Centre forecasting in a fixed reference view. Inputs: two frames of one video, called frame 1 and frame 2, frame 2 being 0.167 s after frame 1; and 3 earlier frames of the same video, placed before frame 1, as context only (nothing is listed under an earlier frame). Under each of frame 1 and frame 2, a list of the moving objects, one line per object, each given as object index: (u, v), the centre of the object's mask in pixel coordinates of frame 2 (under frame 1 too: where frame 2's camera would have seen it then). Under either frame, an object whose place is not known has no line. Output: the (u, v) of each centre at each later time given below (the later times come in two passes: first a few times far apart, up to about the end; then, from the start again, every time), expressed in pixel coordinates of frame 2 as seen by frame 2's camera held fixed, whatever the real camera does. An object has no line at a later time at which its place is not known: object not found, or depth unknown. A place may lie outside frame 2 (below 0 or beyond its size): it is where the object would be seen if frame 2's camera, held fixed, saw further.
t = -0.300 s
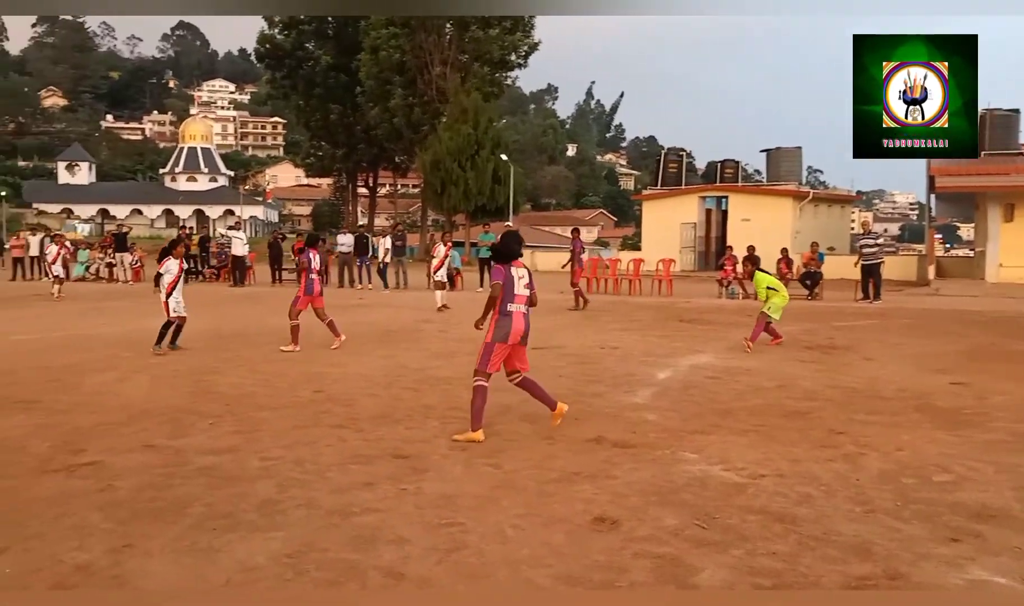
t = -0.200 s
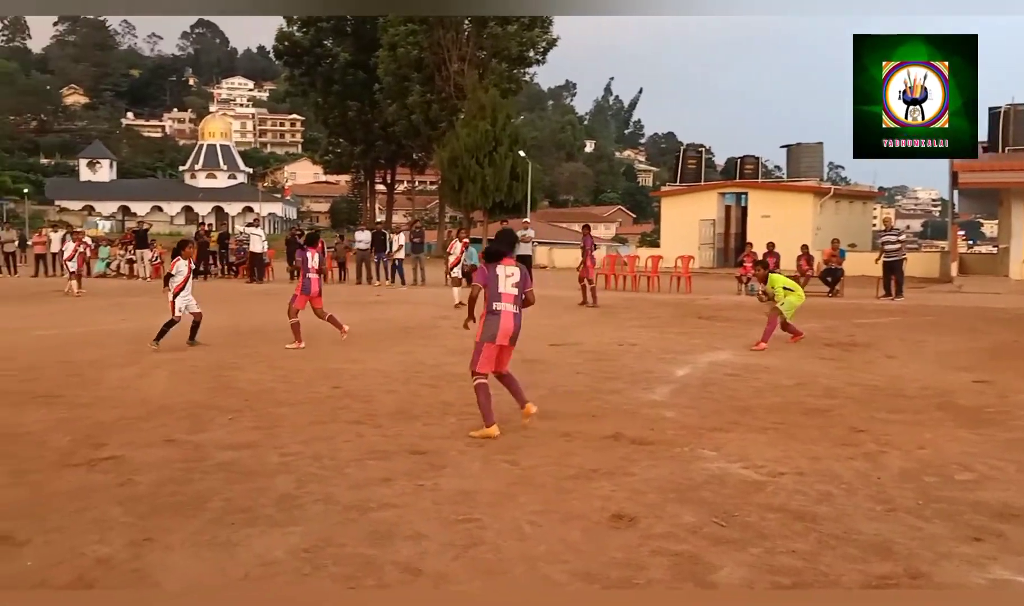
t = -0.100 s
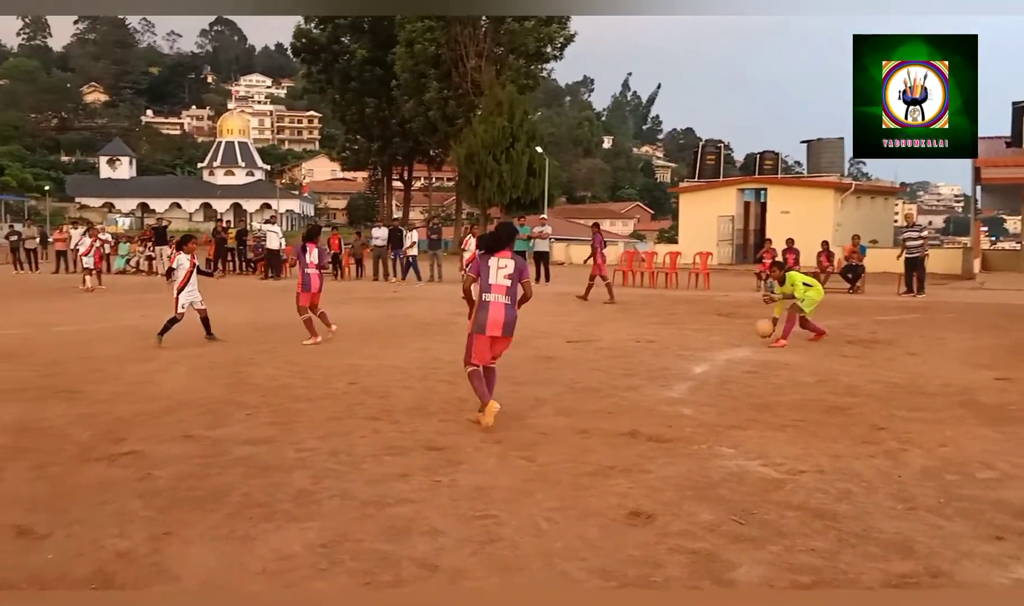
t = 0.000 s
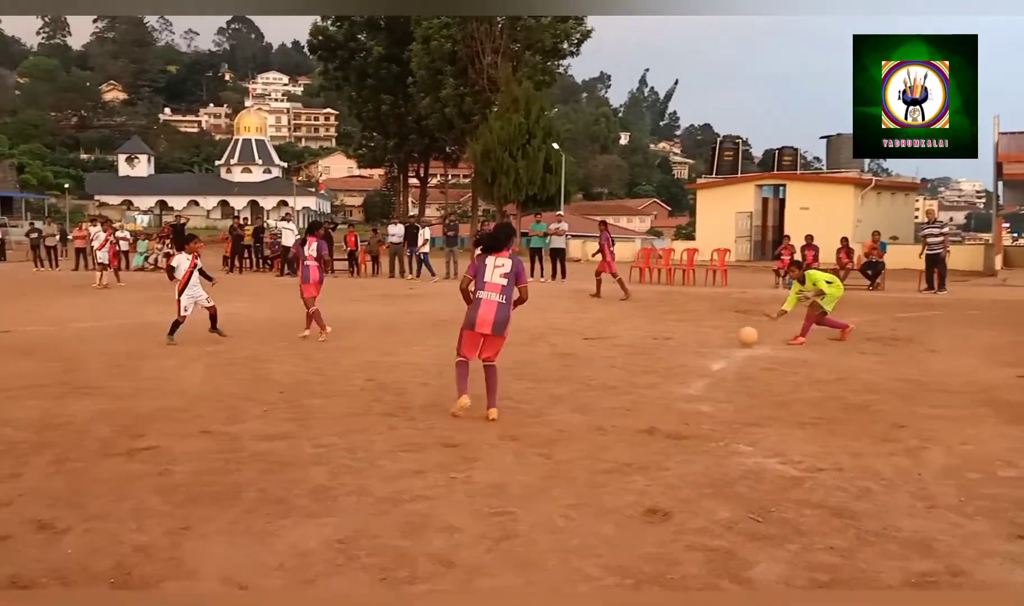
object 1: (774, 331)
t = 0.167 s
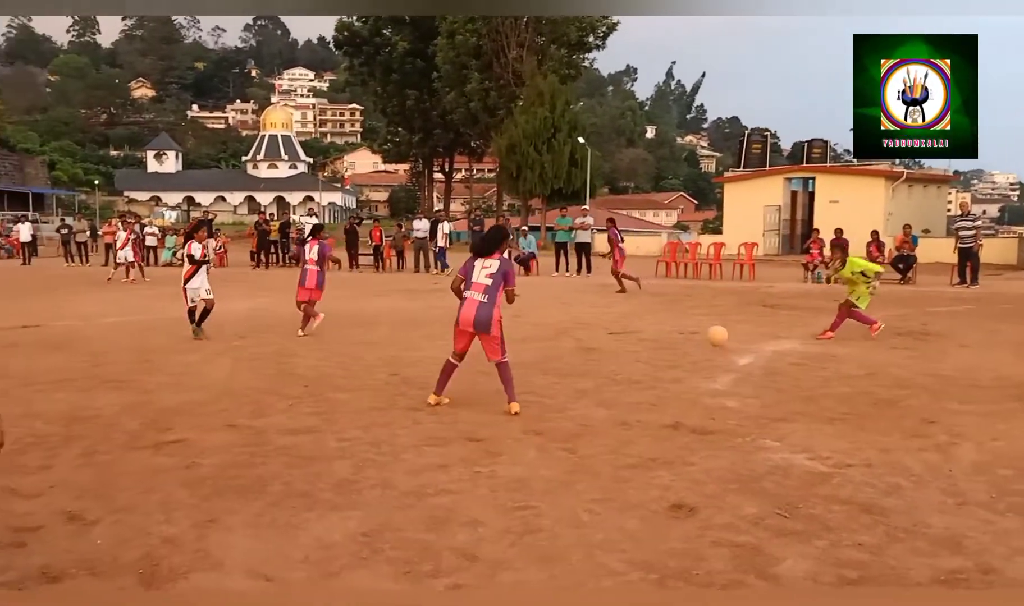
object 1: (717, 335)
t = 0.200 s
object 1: (704, 337)
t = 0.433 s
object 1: (614, 351)
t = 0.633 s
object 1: (527, 379)
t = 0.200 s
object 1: (704, 337)
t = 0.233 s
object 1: (692, 341)
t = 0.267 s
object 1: (678, 346)
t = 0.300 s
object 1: (665, 352)
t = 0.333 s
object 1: (651, 357)
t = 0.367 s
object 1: (639, 354)
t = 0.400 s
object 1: (627, 353)
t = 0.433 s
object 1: (614, 351)
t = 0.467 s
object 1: (600, 352)
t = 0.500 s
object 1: (587, 355)
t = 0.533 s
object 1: (573, 358)
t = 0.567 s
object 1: (558, 363)
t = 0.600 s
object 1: (543, 370)
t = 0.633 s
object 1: (527, 379)
